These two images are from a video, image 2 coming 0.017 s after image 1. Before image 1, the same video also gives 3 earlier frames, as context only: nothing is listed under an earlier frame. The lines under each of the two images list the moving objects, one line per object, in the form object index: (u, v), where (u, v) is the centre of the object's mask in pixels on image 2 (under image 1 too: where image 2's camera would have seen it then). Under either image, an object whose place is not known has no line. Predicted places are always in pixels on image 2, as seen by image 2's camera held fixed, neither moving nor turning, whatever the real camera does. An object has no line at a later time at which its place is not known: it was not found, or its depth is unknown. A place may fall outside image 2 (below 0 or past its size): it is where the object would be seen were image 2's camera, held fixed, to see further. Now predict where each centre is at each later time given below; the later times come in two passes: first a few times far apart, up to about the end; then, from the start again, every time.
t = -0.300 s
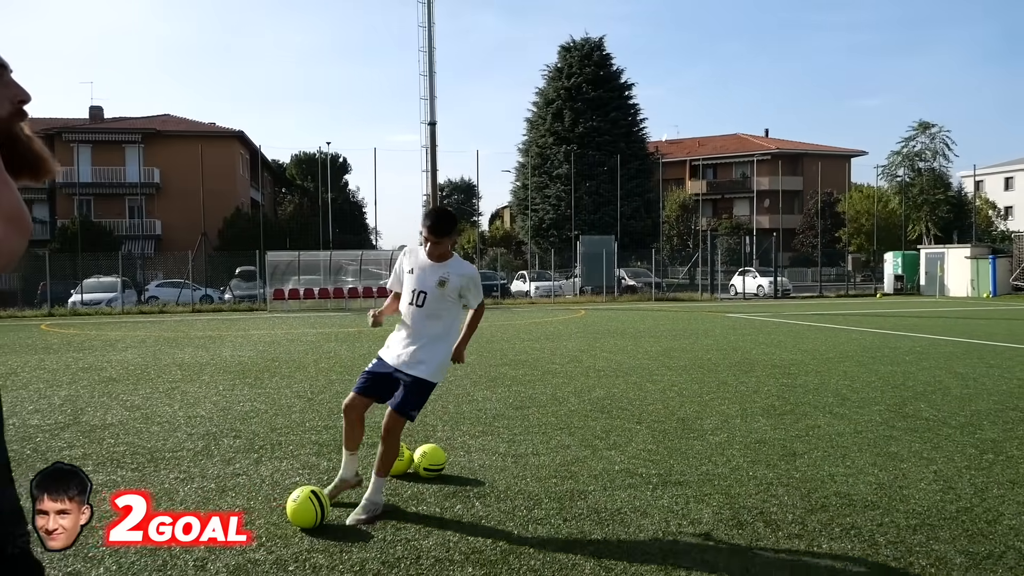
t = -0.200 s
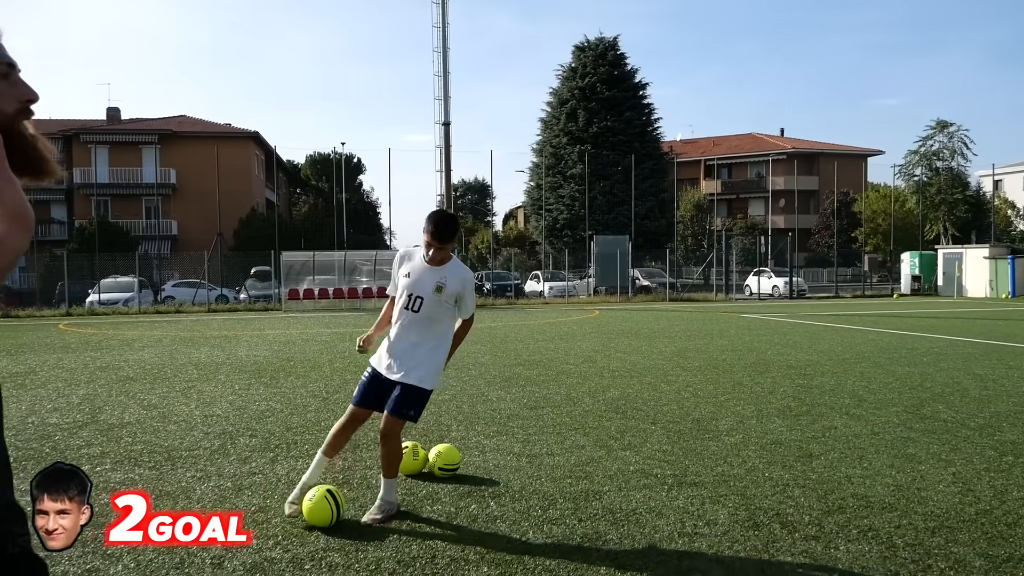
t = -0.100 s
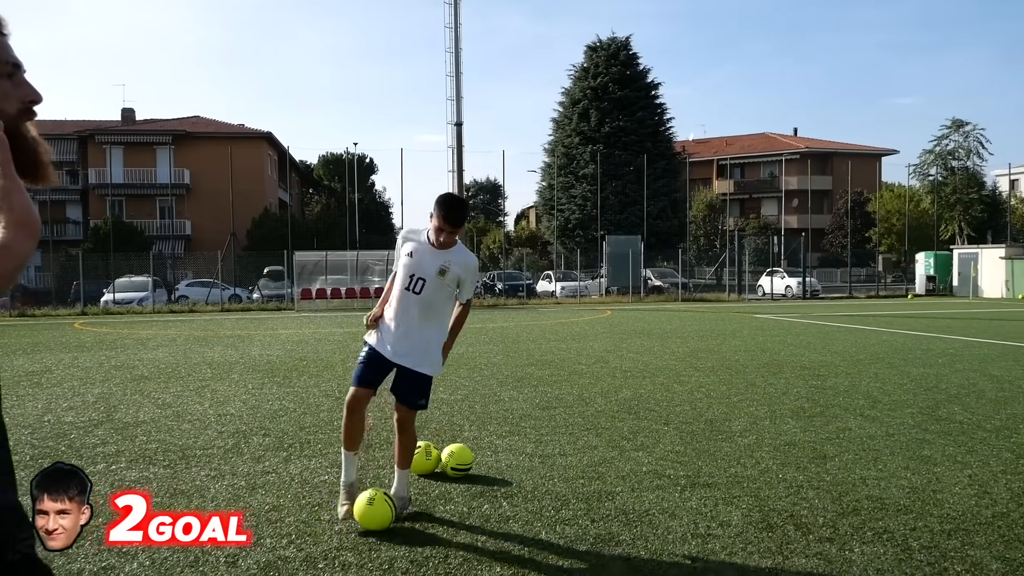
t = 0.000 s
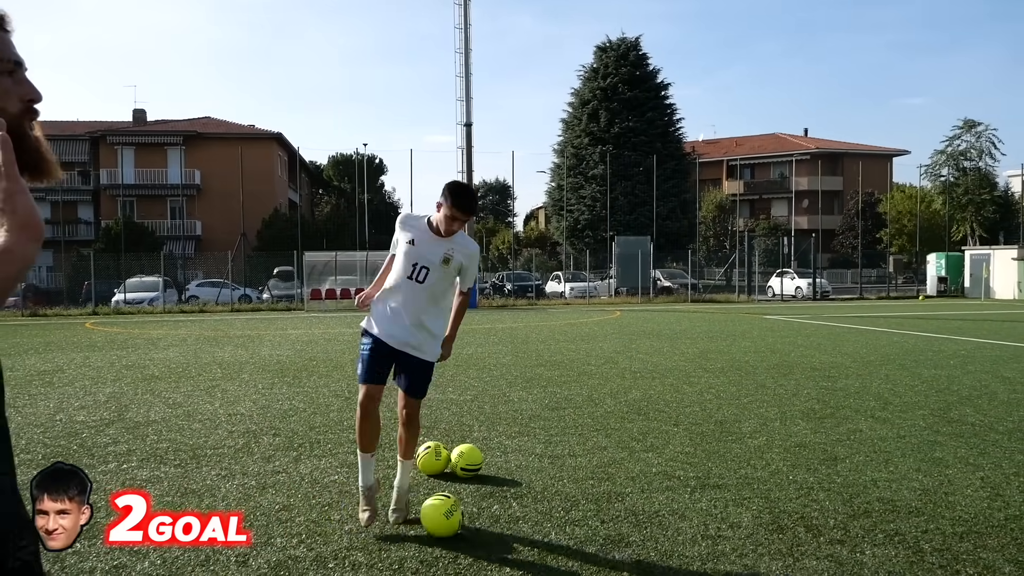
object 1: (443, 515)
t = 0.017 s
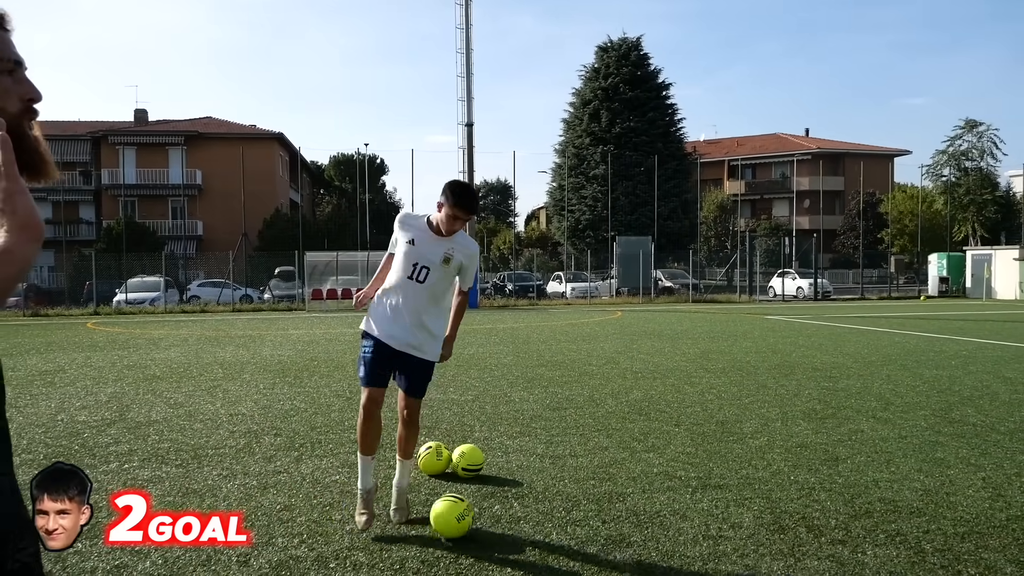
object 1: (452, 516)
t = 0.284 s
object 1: (568, 527)
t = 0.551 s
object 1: (681, 537)
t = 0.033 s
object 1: (460, 517)
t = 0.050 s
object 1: (468, 518)
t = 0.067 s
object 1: (476, 519)
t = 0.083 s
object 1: (483, 520)
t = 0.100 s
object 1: (490, 521)
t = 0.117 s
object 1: (498, 521)
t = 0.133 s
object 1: (505, 522)
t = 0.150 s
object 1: (512, 522)
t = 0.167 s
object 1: (519, 523)
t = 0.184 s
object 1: (527, 524)
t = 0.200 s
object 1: (533, 524)
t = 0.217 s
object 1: (540, 525)
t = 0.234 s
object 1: (547, 526)
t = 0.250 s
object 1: (554, 527)
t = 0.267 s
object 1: (561, 527)
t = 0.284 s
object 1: (568, 527)
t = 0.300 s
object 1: (575, 528)
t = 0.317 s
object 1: (582, 529)
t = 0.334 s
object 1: (590, 530)
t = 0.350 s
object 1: (597, 530)
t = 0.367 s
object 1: (604, 531)
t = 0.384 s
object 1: (611, 531)
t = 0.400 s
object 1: (617, 532)
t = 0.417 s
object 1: (625, 533)
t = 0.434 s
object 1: (631, 533)
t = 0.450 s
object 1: (638, 534)
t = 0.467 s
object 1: (646, 534)
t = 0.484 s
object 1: (652, 534)
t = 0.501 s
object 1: (660, 535)
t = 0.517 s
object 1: (667, 536)
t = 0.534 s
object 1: (674, 537)
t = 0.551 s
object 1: (681, 537)
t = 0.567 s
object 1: (688, 537)
